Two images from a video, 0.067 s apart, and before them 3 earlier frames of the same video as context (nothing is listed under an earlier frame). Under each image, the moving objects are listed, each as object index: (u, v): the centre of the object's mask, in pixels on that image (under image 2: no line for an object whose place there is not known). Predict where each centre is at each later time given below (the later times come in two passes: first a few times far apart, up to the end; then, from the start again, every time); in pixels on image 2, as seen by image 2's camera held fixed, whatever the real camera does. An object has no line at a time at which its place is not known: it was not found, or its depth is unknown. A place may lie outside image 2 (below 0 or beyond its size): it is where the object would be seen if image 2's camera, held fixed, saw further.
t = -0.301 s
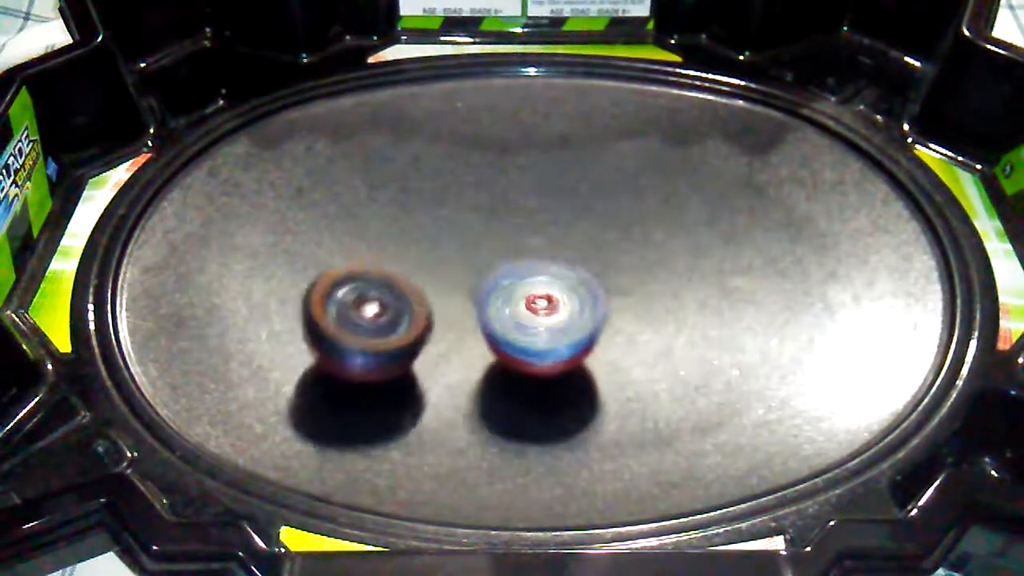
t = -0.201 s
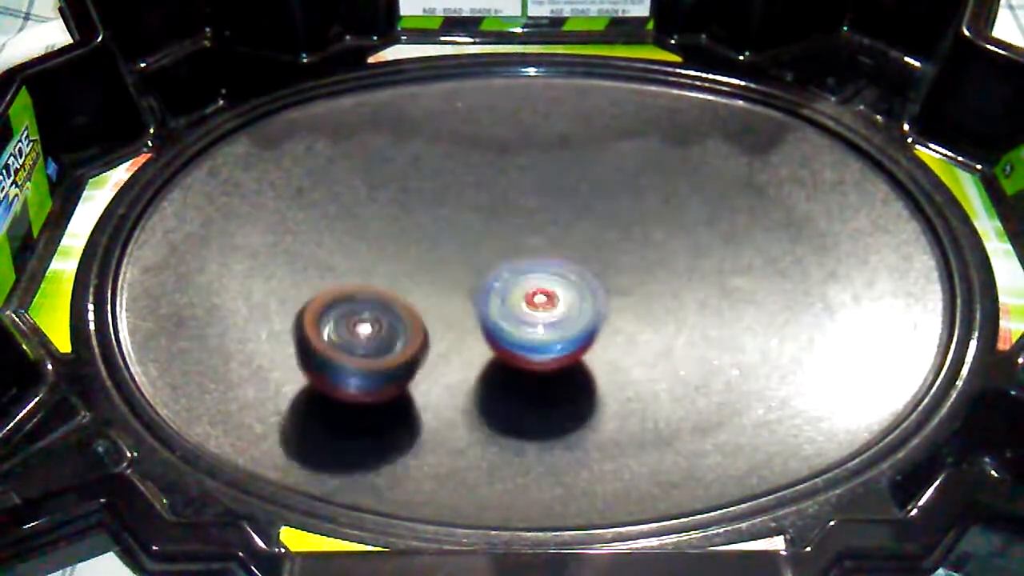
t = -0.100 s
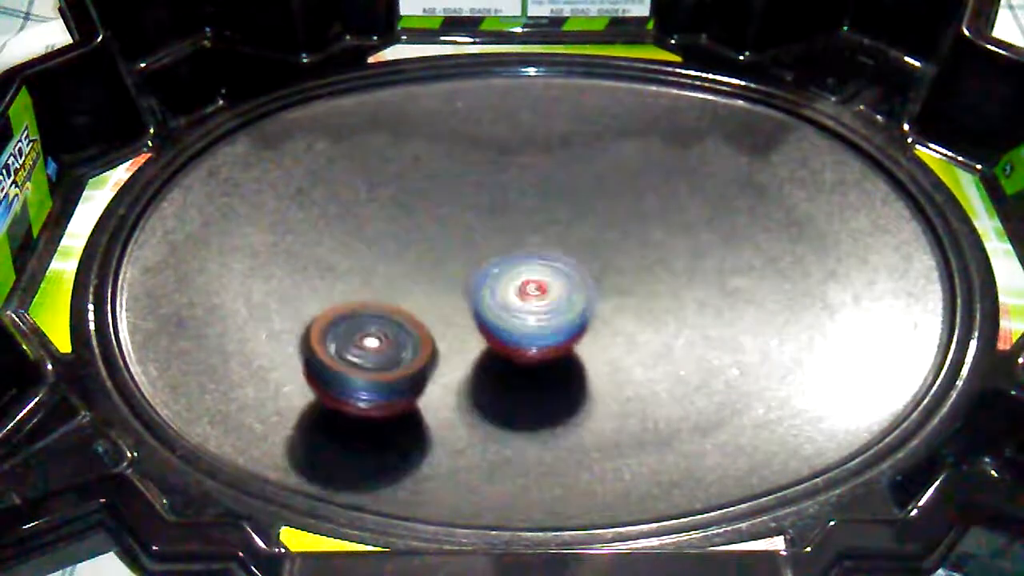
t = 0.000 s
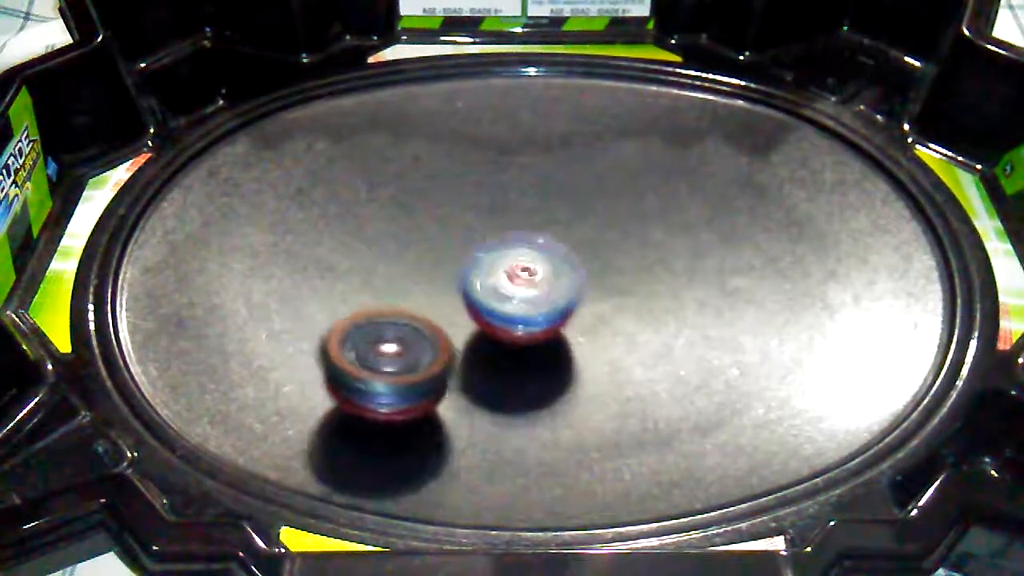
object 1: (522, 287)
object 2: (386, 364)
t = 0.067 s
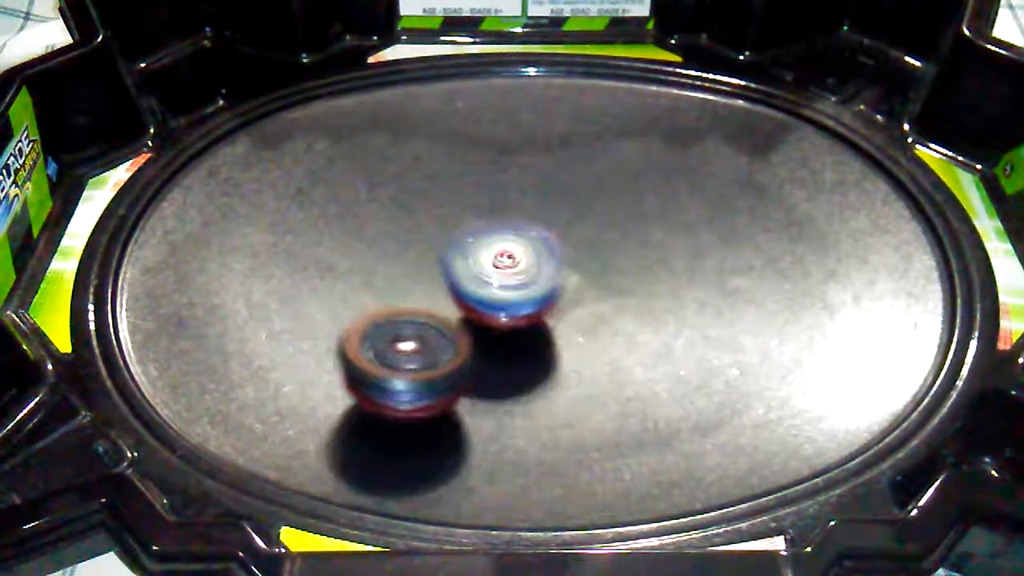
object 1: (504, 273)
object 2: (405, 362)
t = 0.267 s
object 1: (426, 242)
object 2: (476, 340)
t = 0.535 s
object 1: (375, 244)
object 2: (552, 277)
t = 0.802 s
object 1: (473, 266)
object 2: (590, 207)
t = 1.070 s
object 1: (528, 262)
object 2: (573, 167)
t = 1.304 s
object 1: (535, 282)
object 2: (520, 186)
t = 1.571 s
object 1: (571, 306)
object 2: (449, 249)
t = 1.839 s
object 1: (565, 274)
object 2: (419, 319)
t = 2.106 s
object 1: (477, 255)
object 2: (457, 352)
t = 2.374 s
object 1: (419, 262)
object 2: (526, 337)
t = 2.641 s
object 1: (442, 259)
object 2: (577, 264)
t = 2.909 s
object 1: (445, 255)
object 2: (586, 192)
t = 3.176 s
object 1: (482, 249)
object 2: (539, 170)
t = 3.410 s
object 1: (496, 308)
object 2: (501, 189)
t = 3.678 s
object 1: (567, 311)
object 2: (460, 258)
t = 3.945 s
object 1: (624, 263)
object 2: (459, 316)
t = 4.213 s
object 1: (528, 223)
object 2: (515, 332)
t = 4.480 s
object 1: (422, 245)
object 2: (566, 288)
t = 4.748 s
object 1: (415, 299)
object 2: (570, 224)
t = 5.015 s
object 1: (521, 281)
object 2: (527, 188)
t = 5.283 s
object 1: (592, 280)
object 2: (475, 215)
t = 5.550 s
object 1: (577, 245)
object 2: (455, 277)
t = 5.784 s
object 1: (540, 233)
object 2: (477, 322)
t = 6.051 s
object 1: (486, 231)
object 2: (543, 317)
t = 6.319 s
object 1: (436, 268)
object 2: (574, 267)
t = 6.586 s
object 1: (493, 289)
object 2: (551, 211)
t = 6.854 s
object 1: (533, 285)
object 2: (488, 200)
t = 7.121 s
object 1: (560, 278)
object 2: (437, 241)
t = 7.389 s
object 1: (584, 263)
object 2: (426, 300)
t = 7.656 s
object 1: (585, 247)
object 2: (492, 321)
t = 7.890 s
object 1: (615, 177)
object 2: (497, 352)
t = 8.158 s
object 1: (624, 175)
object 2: (488, 337)
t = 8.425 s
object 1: (561, 251)
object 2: (458, 295)
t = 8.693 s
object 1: (573, 239)
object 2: (397, 281)
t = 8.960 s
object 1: (605, 257)
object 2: (392, 287)
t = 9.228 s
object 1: (576, 273)
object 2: (435, 271)
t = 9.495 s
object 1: (574, 284)
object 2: (403, 238)
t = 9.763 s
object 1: (544, 276)
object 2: (391, 249)
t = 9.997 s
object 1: (552, 270)
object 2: (423, 263)
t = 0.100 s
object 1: (492, 268)
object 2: (415, 360)
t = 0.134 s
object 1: (481, 261)
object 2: (427, 356)
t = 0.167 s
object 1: (465, 254)
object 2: (442, 352)
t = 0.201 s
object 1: (452, 251)
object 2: (450, 346)
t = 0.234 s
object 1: (441, 247)
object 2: (465, 342)
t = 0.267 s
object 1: (426, 242)
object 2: (476, 340)
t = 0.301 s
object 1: (414, 238)
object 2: (488, 336)
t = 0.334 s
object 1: (402, 233)
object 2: (498, 330)
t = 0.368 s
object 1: (393, 232)
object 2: (508, 322)
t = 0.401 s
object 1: (384, 233)
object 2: (518, 313)
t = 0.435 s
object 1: (377, 235)
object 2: (528, 305)
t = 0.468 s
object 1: (373, 237)
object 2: (537, 295)
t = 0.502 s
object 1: (373, 241)
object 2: (545, 286)
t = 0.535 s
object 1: (375, 244)
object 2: (552, 277)
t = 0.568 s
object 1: (379, 249)
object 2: (560, 267)
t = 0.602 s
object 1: (386, 253)
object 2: (567, 257)
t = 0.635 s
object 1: (393, 258)
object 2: (575, 248)
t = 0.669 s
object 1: (404, 260)
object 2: (580, 238)
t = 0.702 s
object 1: (420, 265)
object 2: (584, 229)
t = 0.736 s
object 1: (437, 267)
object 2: (588, 221)
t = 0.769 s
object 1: (452, 268)
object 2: (589, 214)
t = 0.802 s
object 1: (473, 266)
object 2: (590, 207)
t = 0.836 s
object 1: (489, 263)
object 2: (589, 200)
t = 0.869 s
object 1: (505, 260)
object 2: (588, 193)
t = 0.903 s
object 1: (515, 254)
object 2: (587, 185)
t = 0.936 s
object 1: (521, 255)
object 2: (587, 178)
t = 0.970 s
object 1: (524, 255)
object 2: (586, 173)
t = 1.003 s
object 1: (525, 258)
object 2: (582, 170)
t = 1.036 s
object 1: (526, 260)
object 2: (579, 168)
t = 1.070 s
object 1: (528, 262)
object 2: (573, 167)
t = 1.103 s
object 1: (532, 265)
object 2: (567, 168)
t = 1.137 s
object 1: (535, 269)
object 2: (560, 169)
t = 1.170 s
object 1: (535, 272)
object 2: (553, 170)
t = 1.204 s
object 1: (535, 274)
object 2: (545, 173)
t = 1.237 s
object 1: (534, 276)
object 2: (536, 176)
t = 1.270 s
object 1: (533, 278)
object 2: (528, 180)
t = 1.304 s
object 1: (535, 282)
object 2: (520, 186)
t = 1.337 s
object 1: (537, 285)
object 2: (509, 193)
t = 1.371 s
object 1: (537, 287)
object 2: (499, 200)
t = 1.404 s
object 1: (541, 292)
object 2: (489, 208)
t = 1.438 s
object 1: (546, 296)
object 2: (478, 214)
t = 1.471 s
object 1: (552, 299)
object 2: (470, 223)
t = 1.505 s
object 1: (557, 303)
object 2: (463, 231)
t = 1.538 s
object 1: (565, 305)
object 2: (456, 240)
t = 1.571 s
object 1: (571, 306)
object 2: (449, 249)
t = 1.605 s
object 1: (576, 304)
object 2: (443, 258)
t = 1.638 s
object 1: (579, 302)
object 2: (437, 267)
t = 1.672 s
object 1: (582, 298)
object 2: (431, 276)
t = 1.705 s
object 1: (582, 294)
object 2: (426, 284)
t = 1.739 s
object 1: (580, 289)
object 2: (423, 293)
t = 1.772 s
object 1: (575, 285)
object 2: (420, 303)
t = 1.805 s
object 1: (571, 278)
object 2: (419, 311)
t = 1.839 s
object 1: (565, 274)
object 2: (419, 319)
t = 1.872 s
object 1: (559, 269)
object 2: (420, 326)
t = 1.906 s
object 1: (547, 266)
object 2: (422, 333)
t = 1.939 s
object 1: (537, 261)
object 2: (424, 338)
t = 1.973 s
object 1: (525, 259)
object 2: (429, 344)
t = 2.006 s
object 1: (513, 257)
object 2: (434, 347)
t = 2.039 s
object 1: (500, 256)
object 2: (440, 349)
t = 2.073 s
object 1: (487, 256)
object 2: (447, 351)
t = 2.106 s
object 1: (477, 255)
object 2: (457, 352)
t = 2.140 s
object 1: (464, 255)
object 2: (463, 353)
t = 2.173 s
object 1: (455, 257)
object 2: (472, 354)
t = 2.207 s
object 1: (445, 259)
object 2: (481, 353)
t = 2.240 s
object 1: (438, 261)
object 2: (491, 352)
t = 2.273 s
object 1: (430, 262)
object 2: (502, 351)
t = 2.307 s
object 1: (425, 262)
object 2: (510, 348)
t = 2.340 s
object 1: (421, 263)
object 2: (518, 343)
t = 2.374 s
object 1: (419, 262)
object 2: (526, 337)
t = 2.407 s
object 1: (420, 262)
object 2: (532, 329)
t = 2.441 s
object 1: (421, 261)
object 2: (541, 322)
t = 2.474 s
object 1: (424, 261)
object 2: (549, 313)
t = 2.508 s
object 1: (426, 261)
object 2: (555, 304)
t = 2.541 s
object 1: (431, 261)
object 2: (561, 294)
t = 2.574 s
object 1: (436, 261)
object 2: (565, 285)
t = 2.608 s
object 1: (443, 260)
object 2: (568, 274)
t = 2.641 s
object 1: (442, 259)
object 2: (577, 264)
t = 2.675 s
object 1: (441, 257)
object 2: (583, 254)
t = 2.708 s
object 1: (440, 256)
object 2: (588, 245)
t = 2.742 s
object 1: (438, 255)
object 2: (591, 235)
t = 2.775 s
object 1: (437, 255)
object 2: (592, 225)
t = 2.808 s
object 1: (436, 255)
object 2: (592, 216)
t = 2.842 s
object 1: (438, 254)
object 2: (591, 207)
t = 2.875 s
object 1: (439, 255)
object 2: (589, 200)
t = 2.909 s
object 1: (445, 255)
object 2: (586, 192)
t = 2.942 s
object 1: (449, 256)
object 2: (582, 186)
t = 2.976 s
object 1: (453, 254)
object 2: (578, 180)
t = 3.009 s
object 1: (459, 254)
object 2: (573, 177)
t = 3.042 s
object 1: (463, 253)
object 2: (566, 174)
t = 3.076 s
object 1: (471, 252)
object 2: (560, 172)
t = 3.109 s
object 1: (476, 252)
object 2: (553, 171)
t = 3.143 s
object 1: (479, 250)
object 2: (546, 170)
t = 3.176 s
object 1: (482, 249)
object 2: (539, 170)
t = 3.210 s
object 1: (483, 254)
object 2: (534, 167)
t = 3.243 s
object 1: (484, 264)
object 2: (529, 166)
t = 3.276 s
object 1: (481, 273)
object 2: (525, 168)
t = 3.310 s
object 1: (482, 281)
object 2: (519, 173)
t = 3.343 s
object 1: (485, 290)
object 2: (514, 176)
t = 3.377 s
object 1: (489, 298)
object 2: (508, 182)
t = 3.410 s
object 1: (496, 308)
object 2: (501, 189)
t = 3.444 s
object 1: (500, 312)
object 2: (496, 196)
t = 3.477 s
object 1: (510, 317)
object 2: (490, 204)
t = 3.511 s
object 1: (520, 319)
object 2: (485, 212)
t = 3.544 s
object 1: (529, 319)
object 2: (479, 221)
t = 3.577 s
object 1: (539, 318)
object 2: (474, 231)
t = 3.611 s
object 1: (547, 316)
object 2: (470, 240)
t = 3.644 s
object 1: (556, 312)
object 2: (465, 250)
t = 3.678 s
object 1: (567, 311)
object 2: (460, 258)
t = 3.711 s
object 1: (579, 308)
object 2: (454, 265)
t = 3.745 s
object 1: (596, 308)
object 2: (450, 272)
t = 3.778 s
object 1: (607, 304)
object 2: (450, 280)
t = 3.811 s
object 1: (618, 298)
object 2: (449, 287)
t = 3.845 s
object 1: (624, 290)
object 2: (450, 295)
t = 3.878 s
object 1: (628, 282)
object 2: (452, 303)
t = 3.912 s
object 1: (629, 273)
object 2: (455, 309)
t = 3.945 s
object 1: (624, 263)
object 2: (459, 316)
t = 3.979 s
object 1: (619, 254)
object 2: (464, 321)
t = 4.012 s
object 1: (611, 247)
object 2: (470, 327)
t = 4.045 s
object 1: (599, 239)
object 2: (476, 331)
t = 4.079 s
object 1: (588, 233)
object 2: (483, 333)
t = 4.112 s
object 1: (573, 230)
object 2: (491, 335)
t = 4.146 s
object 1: (556, 226)
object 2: (499, 335)
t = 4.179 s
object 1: (544, 224)
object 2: (508, 335)
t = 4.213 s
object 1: (528, 223)
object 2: (515, 332)
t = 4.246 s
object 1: (514, 223)
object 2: (522, 330)
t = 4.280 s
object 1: (499, 223)
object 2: (532, 326)
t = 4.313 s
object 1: (484, 224)
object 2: (540, 322)
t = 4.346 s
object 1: (470, 227)
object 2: (547, 317)
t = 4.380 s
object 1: (456, 231)
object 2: (553, 310)
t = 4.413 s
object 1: (444, 234)
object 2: (558, 303)
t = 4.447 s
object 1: (435, 240)
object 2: (562, 295)
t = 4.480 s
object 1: (422, 245)
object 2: (566, 288)
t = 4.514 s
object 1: (414, 250)
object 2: (569, 280)
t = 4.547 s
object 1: (406, 257)
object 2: (571, 271)
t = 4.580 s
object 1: (400, 264)
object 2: (573, 263)
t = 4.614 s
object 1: (400, 272)
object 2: (574, 255)
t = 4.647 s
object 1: (398, 280)
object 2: (575, 247)
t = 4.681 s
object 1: (400, 286)
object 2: (574, 238)
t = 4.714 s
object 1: (409, 296)
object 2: (573, 231)
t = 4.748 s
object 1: (415, 299)
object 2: (570, 224)
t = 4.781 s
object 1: (428, 302)
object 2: (567, 218)
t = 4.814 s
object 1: (443, 304)
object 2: (563, 212)
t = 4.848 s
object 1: (455, 303)
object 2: (558, 207)
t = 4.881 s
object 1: (472, 300)
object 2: (553, 205)
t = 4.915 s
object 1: (486, 297)
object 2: (547, 200)
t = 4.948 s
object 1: (498, 292)
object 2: (542, 195)
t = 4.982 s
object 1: (514, 286)
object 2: (535, 191)
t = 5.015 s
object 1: (521, 281)
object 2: (527, 188)
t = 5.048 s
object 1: (525, 277)
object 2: (520, 186)
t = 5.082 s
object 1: (534, 278)
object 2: (513, 186)
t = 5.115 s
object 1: (543, 281)
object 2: (506, 189)
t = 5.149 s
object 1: (553, 282)
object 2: (499, 193)
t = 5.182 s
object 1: (564, 284)
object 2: (492, 199)
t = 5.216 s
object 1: (572, 284)
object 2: (487, 204)
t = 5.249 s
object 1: (582, 281)
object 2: (481, 209)
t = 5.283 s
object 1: (592, 280)
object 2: (475, 215)
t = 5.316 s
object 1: (596, 276)
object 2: (470, 221)
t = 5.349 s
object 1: (601, 271)
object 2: (466, 228)
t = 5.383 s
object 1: (603, 266)
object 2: (462, 237)
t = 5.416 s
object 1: (599, 261)
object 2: (459, 244)
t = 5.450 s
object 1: (598, 257)
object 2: (457, 252)
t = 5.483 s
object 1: (590, 252)
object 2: (456, 261)
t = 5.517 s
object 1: (584, 249)
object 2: (455, 269)
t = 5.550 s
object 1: (577, 245)
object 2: (455, 277)
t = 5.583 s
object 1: (571, 244)
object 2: (456, 285)
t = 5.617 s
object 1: (563, 243)
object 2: (459, 294)
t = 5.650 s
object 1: (561, 242)
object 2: (461, 300)
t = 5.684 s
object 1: (554, 241)
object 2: (464, 307)
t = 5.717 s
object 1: (548, 237)
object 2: (467, 314)
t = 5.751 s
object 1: (546, 235)
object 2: (473, 319)
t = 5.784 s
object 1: (540, 233)
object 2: (477, 322)
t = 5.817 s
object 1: (535, 231)
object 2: (485, 325)
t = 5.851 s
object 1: (530, 229)
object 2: (495, 328)
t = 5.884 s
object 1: (521, 227)
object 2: (503, 328)
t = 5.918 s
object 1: (512, 226)
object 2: (509, 327)
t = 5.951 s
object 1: (506, 225)
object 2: (515, 326)
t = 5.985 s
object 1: (498, 227)
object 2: (528, 324)
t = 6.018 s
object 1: (491, 229)
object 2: (537, 319)
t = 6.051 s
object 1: (486, 231)
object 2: (543, 317)
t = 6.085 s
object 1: (477, 234)
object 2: (551, 312)
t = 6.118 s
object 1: (467, 237)
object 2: (556, 308)
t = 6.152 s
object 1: (461, 240)
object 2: (563, 303)
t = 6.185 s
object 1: (451, 245)
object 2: (567, 296)
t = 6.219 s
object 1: (444, 249)
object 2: (571, 289)
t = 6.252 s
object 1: (441, 255)
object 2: (573, 282)
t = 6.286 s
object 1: (438, 262)
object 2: (574, 275)
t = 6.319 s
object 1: (436, 268)
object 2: (574, 267)
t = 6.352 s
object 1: (440, 273)
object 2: (574, 259)
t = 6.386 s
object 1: (446, 280)
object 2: (573, 252)
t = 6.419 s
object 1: (449, 283)
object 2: (571, 244)
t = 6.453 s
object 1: (459, 285)
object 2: (568, 235)
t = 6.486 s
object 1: (468, 288)
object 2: (565, 230)
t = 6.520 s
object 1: (475, 289)
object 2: (561, 222)
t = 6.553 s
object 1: (484, 289)
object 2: (557, 216)
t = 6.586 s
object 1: (493, 289)
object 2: (551, 211)
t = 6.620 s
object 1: (497, 290)
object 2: (545, 205)
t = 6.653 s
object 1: (507, 290)
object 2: (538, 201)
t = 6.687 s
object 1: (513, 289)
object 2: (531, 198)
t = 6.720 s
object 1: (517, 290)
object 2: (521, 196)
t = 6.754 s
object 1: (517, 289)
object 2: (515, 195)
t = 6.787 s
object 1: (526, 288)
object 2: (507, 196)
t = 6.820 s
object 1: (530, 287)
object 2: (497, 198)
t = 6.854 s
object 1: (533, 285)
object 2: (488, 200)
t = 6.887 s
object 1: (537, 284)
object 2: (480, 202)
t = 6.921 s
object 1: (545, 286)
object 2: (472, 205)
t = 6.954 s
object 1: (548, 286)
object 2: (465, 210)
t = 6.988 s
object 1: (553, 284)
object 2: (458, 215)
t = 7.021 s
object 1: (557, 283)
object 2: (451, 219)
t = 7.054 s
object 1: (559, 283)
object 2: (446, 226)
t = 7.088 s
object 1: (558, 281)
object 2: (441, 234)
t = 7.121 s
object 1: (560, 278)
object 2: (437, 241)
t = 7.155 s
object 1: (559, 276)
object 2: (434, 250)
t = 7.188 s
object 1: (555, 273)
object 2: (432, 258)
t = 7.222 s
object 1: (553, 270)
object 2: (429, 266)
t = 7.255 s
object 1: (562, 269)
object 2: (423, 273)
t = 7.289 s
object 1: (566, 268)
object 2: (419, 280)
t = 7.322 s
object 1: (573, 266)
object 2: (419, 285)
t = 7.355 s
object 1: (578, 264)
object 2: (422, 292)
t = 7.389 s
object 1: (584, 263)
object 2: (426, 300)
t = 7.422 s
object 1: (586, 261)
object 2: (430, 306)
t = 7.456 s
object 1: (588, 257)
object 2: (436, 312)
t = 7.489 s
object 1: (592, 255)
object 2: (444, 316)
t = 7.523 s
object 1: (591, 253)
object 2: (452, 318)
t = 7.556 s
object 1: (590, 250)
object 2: (461, 321)
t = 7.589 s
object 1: (590, 249)
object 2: (471, 322)
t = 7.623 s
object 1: (589, 248)
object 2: (480, 322)
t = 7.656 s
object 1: (585, 247)
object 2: (492, 321)
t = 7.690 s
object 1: (584, 244)
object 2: (502, 319)
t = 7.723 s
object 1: (585, 243)
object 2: (508, 318)
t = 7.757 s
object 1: (589, 239)
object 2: (514, 317)
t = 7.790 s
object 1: (590, 234)
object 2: (518, 315)
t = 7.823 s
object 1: (600, 216)
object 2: (514, 329)
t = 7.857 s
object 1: (610, 195)
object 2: (505, 343)
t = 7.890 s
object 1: (615, 177)
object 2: (497, 352)
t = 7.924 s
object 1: (618, 162)
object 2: (493, 355)
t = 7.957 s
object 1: (621, 153)
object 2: (491, 356)
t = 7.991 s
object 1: (621, 150)
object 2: (490, 354)
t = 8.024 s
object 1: (624, 149)
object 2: (489, 352)
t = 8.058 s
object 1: (626, 153)
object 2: (489, 350)
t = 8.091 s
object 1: (626, 159)
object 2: (489, 346)
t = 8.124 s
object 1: (626, 166)
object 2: (488, 342)
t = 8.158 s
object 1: (624, 175)
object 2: (488, 337)
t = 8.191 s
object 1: (618, 187)
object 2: (487, 332)
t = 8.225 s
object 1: (611, 198)
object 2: (485, 326)
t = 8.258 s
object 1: (603, 209)
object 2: (484, 321)
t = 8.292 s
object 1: (595, 221)
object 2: (480, 314)
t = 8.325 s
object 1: (584, 231)
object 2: (477, 309)
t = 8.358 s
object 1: (573, 240)
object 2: (472, 302)
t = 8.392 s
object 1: (564, 247)
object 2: (469, 297)
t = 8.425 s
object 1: (561, 251)
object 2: (458, 295)
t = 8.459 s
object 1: (562, 251)
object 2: (447, 292)
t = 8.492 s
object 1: (561, 246)
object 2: (437, 289)
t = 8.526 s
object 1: (561, 244)
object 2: (430, 286)
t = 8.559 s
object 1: (559, 242)
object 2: (422, 283)
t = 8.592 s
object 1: (558, 239)
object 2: (415, 282)
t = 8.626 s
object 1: (561, 238)
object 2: (409, 281)
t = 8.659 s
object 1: (565, 237)
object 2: (403, 281)
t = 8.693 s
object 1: (573, 239)
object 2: (397, 281)
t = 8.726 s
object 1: (583, 242)
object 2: (393, 281)
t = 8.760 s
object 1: (589, 246)
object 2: (390, 282)
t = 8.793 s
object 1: (593, 248)
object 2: (387, 283)
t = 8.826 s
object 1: (598, 249)
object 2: (386, 284)
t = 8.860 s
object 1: (603, 251)
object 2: (386, 285)
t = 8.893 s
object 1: (601, 253)
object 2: (387, 285)
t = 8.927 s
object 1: (603, 254)
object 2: (389, 286)
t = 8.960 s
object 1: (605, 257)
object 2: (392, 287)
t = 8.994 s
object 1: (602, 259)
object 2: (396, 287)
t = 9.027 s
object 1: (599, 262)
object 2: (400, 286)
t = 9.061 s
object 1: (597, 265)
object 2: (406, 285)
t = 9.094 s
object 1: (594, 266)
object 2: (412, 284)
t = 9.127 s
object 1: (591, 269)
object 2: (418, 282)
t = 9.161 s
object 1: (584, 272)
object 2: (424, 279)
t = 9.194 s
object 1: (580, 272)
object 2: (429, 275)
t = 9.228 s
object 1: (576, 273)
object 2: (435, 271)
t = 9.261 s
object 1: (569, 273)
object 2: (440, 267)
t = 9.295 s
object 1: (564, 273)
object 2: (443, 262)
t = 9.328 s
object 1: (570, 279)
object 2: (433, 258)
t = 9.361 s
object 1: (574, 284)
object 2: (425, 252)
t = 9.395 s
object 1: (574, 286)
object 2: (418, 248)
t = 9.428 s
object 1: (577, 287)
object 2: (413, 244)
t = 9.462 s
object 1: (577, 287)
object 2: (408, 240)
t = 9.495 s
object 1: (574, 284)
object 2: (403, 238)
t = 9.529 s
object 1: (572, 285)
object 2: (398, 238)
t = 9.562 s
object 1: (568, 285)
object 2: (395, 237)
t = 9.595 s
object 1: (563, 281)
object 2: (391, 237)
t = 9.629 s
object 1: (559, 282)
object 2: (389, 239)
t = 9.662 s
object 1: (555, 279)
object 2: (387, 241)
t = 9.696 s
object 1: (550, 278)
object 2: (387, 244)
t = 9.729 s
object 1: (546, 276)
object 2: (389, 247)
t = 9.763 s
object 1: (544, 276)
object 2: (391, 249)
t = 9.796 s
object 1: (539, 273)
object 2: (395, 253)
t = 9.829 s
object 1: (536, 270)
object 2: (400, 255)
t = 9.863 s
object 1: (533, 271)
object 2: (407, 258)
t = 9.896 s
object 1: (534, 269)
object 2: (410, 261)
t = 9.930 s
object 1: (540, 267)
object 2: (414, 263)
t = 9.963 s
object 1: (548, 268)
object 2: (417, 263)
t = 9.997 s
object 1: (552, 270)
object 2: (423, 263)
